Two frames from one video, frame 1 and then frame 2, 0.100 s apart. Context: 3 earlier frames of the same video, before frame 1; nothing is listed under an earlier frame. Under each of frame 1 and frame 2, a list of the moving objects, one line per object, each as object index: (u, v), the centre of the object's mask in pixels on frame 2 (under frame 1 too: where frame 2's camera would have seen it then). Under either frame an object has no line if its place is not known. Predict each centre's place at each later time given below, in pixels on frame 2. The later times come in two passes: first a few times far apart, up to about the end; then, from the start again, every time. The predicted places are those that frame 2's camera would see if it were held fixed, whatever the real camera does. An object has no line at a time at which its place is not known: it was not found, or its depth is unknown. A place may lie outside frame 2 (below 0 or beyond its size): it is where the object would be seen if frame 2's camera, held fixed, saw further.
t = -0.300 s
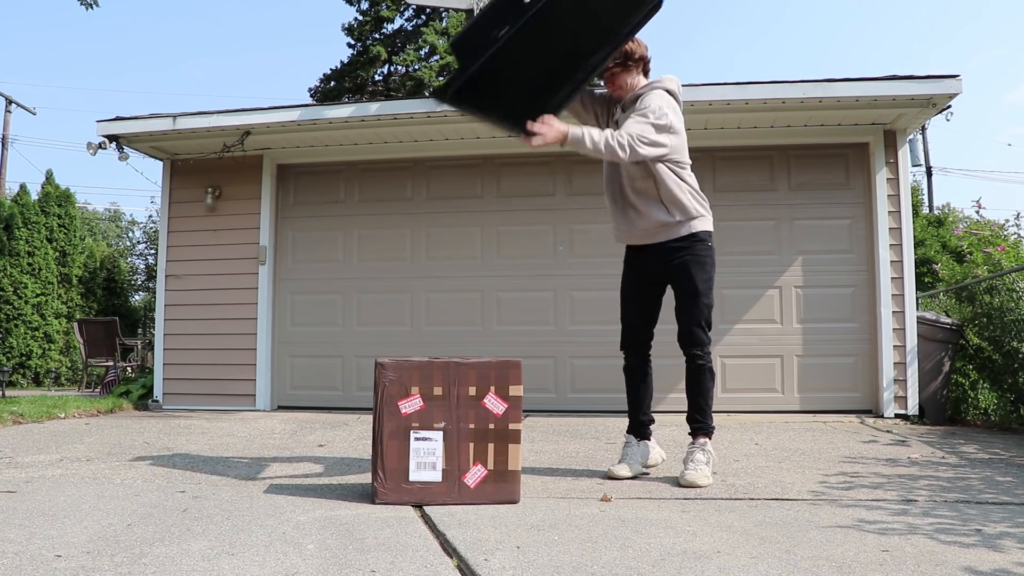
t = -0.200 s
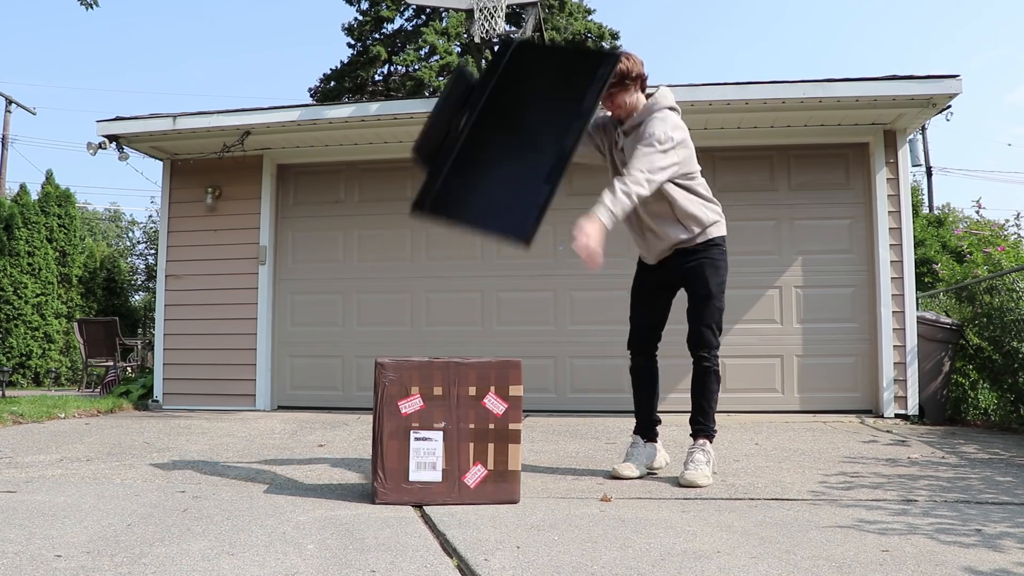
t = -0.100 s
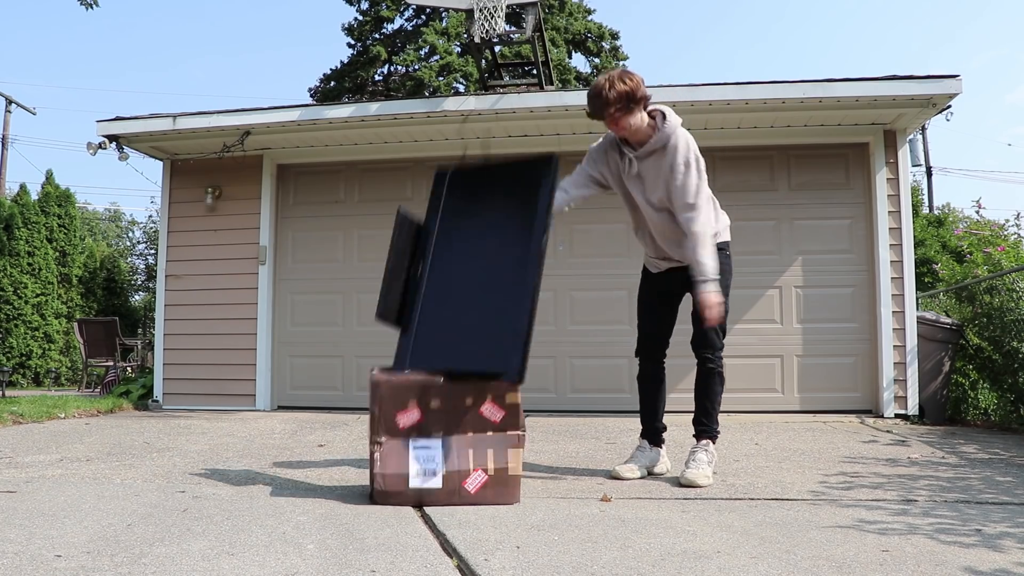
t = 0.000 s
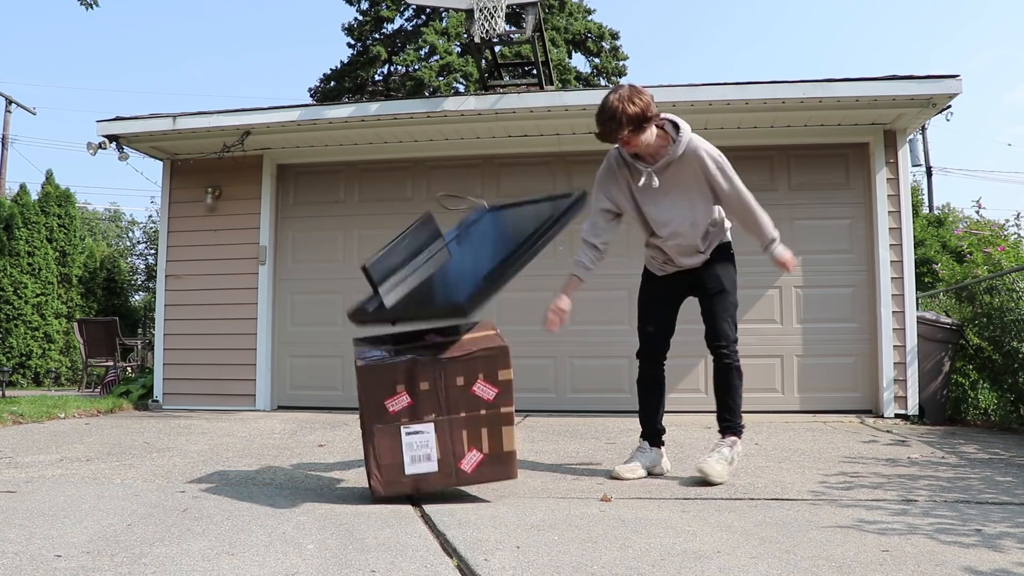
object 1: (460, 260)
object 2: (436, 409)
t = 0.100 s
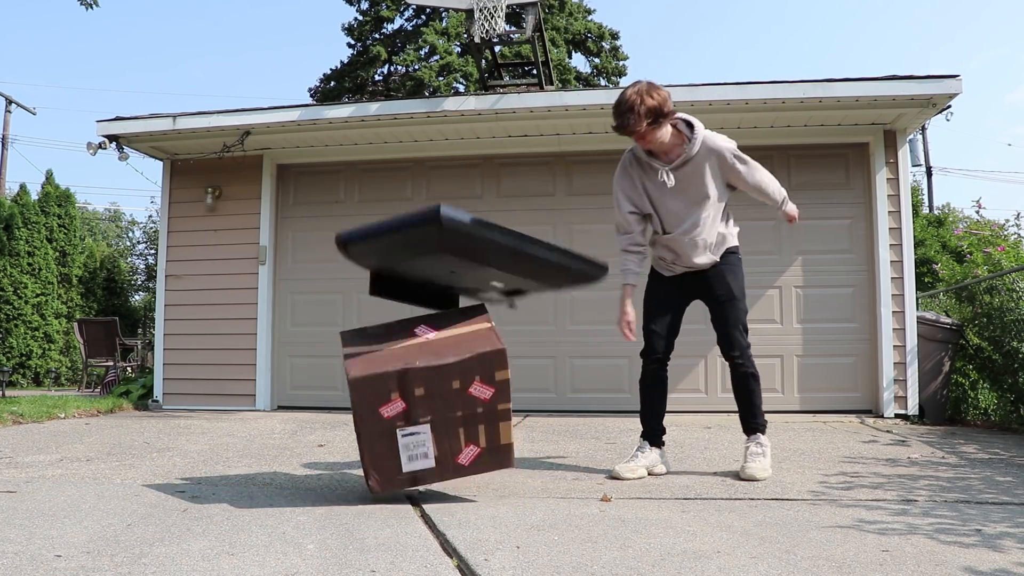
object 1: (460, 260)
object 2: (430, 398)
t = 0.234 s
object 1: (475, 291)
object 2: (423, 420)
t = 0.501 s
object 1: (494, 373)
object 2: (389, 485)
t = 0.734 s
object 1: (479, 367)
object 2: (381, 488)
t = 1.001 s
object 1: (434, 403)
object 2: (373, 490)
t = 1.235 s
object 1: (456, 417)
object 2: (373, 489)
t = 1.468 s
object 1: (482, 436)
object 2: (374, 489)
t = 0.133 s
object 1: (463, 262)
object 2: (427, 402)
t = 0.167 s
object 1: (466, 268)
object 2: (424, 407)
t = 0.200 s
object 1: (470, 278)
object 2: (423, 413)
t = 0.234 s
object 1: (475, 291)
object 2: (423, 420)
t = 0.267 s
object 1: (479, 309)
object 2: (416, 432)
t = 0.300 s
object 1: (485, 328)
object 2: (411, 438)
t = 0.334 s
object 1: (490, 350)
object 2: (406, 448)
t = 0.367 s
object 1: (494, 380)
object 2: (404, 463)
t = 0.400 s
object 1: (493, 382)
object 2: (399, 483)
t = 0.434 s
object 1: (493, 379)
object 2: (395, 484)
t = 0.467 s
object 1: (493, 375)
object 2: (392, 484)
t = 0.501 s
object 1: (494, 373)
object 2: (389, 485)
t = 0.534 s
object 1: (494, 369)
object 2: (386, 486)
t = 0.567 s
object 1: (494, 366)
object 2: (384, 486)
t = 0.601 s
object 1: (493, 364)
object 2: (383, 487)
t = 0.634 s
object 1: (491, 364)
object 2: (382, 487)
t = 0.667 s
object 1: (489, 365)
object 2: (381, 487)
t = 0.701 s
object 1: (485, 366)
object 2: (381, 487)
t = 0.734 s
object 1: (479, 367)
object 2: (381, 488)
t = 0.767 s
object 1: (472, 368)
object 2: (381, 488)
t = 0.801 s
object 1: (464, 371)
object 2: (379, 488)
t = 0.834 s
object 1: (457, 374)
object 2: (376, 488)
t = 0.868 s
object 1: (449, 380)
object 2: (375, 488)
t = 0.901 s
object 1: (437, 388)
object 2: (374, 489)
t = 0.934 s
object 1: (433, 402)
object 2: (373, 490)
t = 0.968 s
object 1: (433, 406)
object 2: (373, 490)
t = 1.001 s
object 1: (434, 403)
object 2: (373, 490)
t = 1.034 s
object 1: (435, 400)
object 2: (373, 491)
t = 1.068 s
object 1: (437, 399)
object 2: (373, 491)
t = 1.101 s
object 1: (440, 401)
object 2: (373, 490)
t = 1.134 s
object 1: (444, 405)
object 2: (373, 490)
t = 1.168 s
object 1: (447, 410)
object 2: (374, 490)
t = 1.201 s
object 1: (451, 413)
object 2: (374, 489)
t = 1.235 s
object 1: (456, 417)
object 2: (373, 489)
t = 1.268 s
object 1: (462, 423)
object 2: (373, 489)
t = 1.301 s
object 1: (464, 425)
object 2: (373, 489)
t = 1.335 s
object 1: (466, 429)
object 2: (374, 489)
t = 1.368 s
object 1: (469, 431)
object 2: (374, 489)
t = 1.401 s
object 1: (475, 432)
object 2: (373, 489)
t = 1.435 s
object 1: (479, 433)
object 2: (373, 489)
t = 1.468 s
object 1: (482, 436)
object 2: (374, 489)
